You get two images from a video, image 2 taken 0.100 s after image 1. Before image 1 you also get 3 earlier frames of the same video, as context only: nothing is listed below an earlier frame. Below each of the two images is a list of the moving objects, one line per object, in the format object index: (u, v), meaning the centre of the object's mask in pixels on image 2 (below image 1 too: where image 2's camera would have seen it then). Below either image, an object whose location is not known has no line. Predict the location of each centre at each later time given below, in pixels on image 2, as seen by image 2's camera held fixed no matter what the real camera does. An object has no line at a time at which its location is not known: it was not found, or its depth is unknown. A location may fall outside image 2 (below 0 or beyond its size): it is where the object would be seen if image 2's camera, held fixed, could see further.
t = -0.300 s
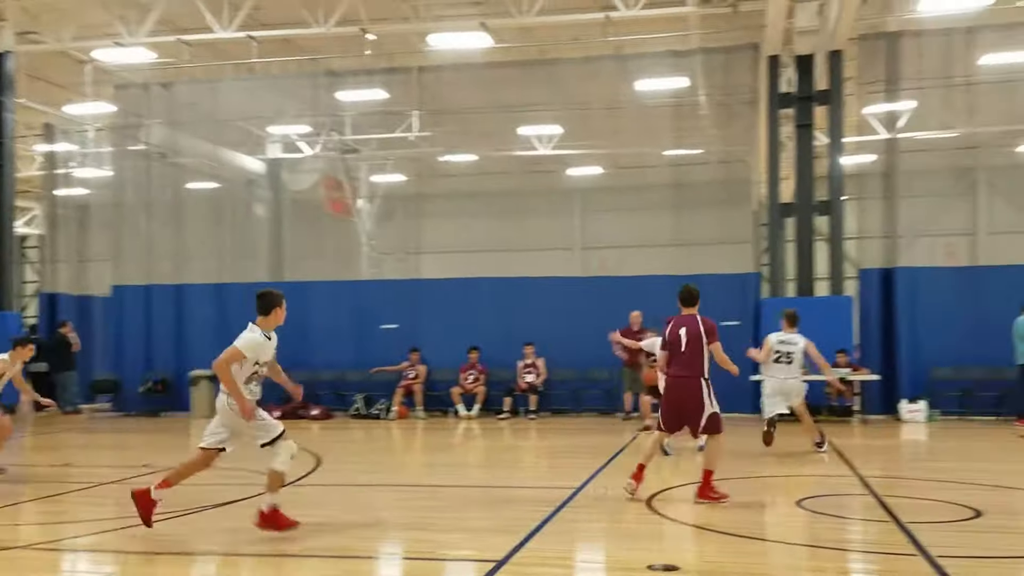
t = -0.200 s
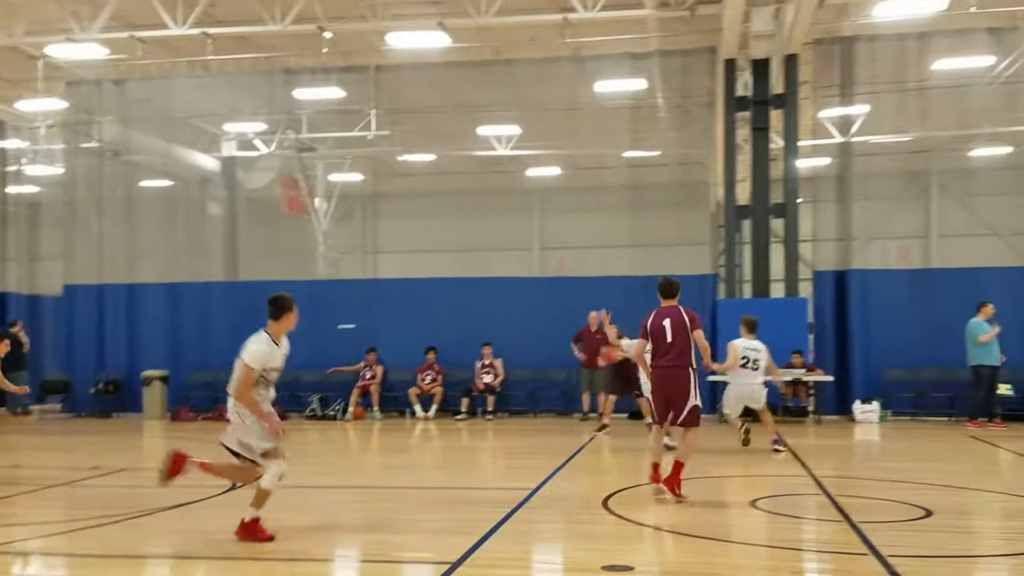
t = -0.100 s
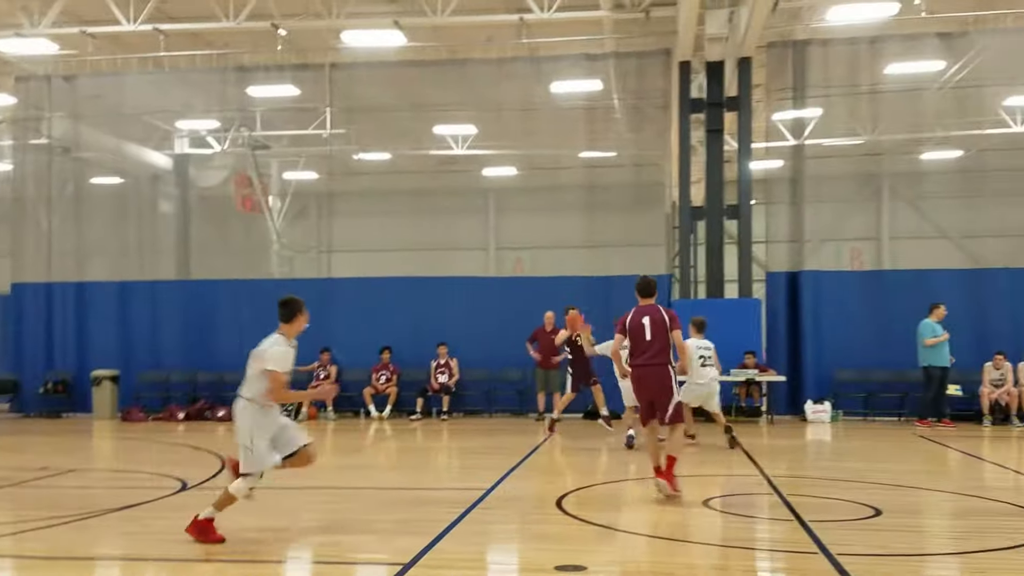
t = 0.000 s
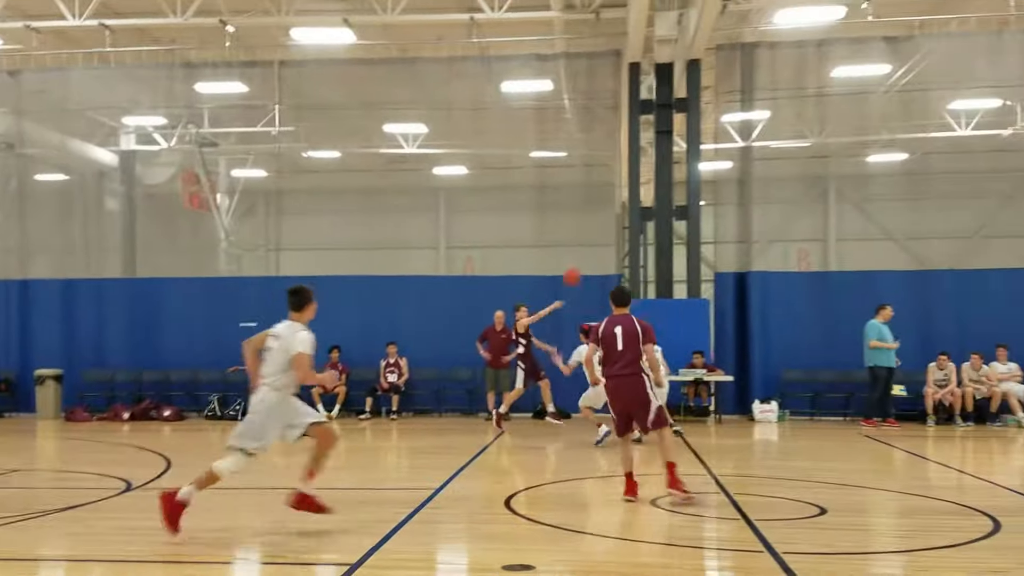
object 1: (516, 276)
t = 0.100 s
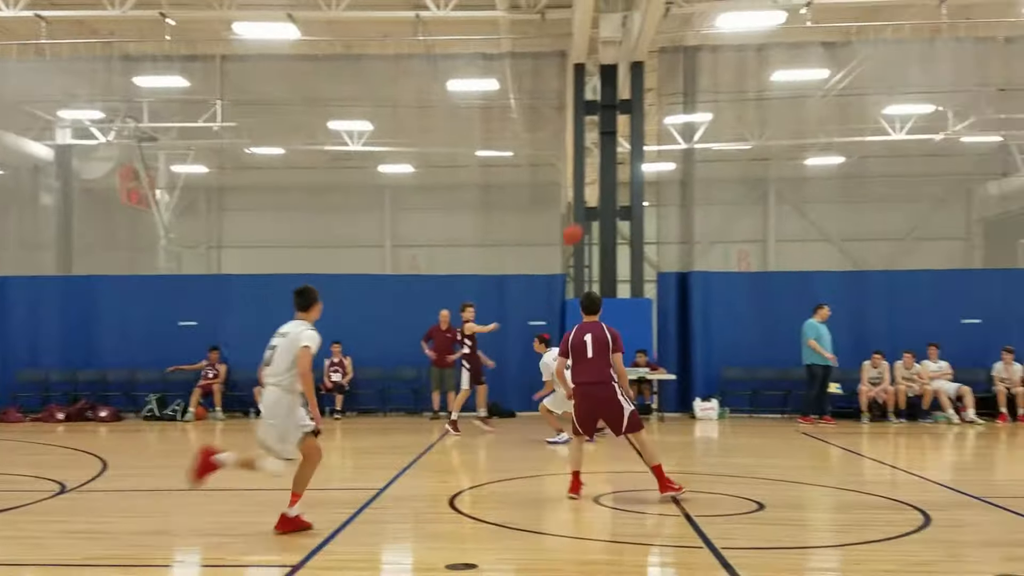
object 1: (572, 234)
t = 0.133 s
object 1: (592, 221)
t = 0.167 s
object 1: (613, 209)
